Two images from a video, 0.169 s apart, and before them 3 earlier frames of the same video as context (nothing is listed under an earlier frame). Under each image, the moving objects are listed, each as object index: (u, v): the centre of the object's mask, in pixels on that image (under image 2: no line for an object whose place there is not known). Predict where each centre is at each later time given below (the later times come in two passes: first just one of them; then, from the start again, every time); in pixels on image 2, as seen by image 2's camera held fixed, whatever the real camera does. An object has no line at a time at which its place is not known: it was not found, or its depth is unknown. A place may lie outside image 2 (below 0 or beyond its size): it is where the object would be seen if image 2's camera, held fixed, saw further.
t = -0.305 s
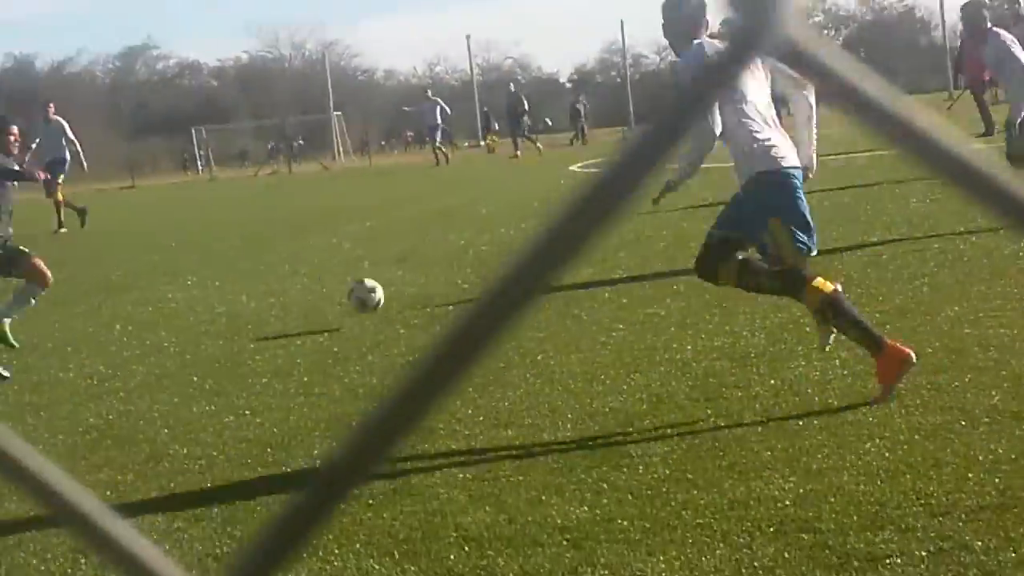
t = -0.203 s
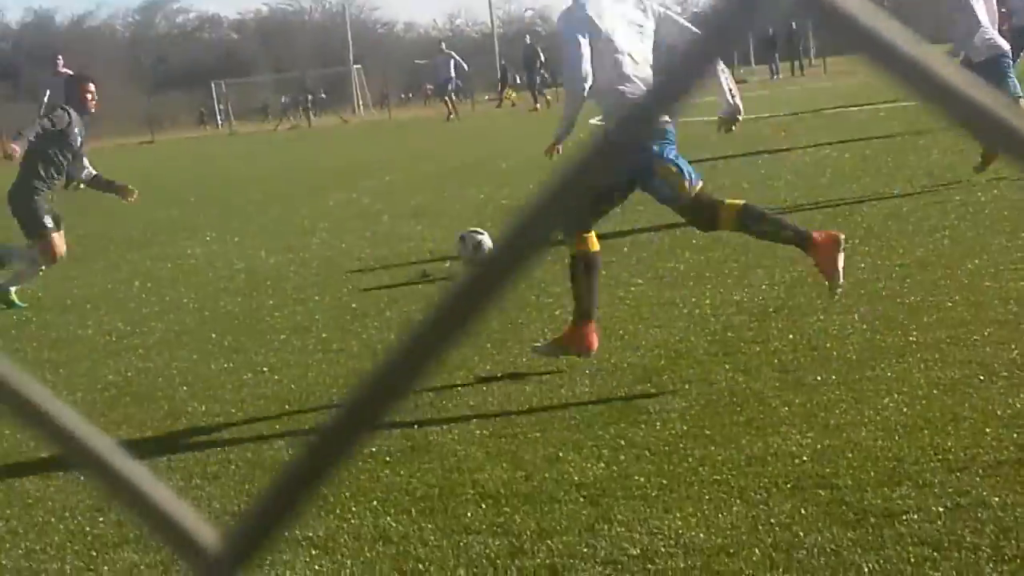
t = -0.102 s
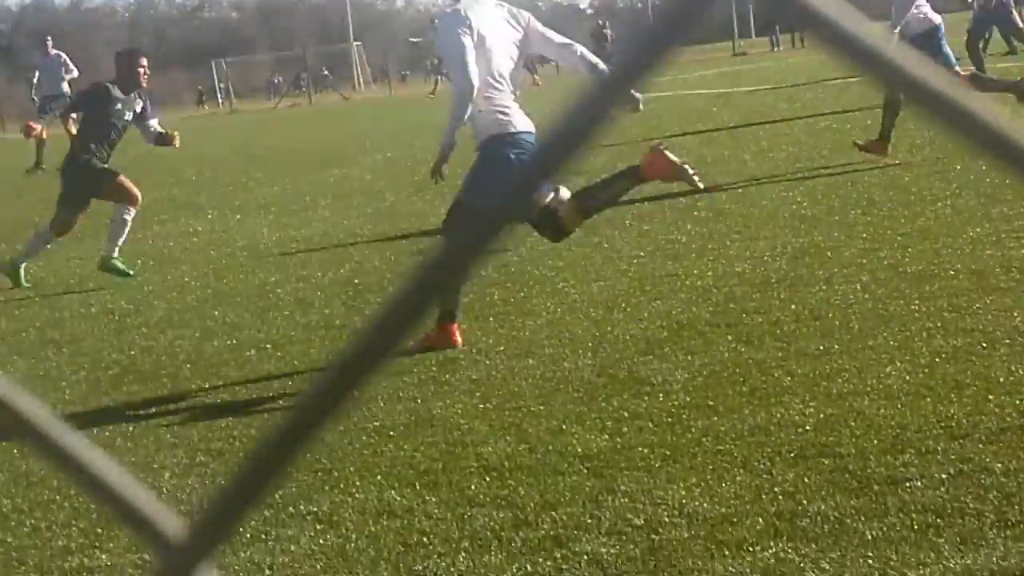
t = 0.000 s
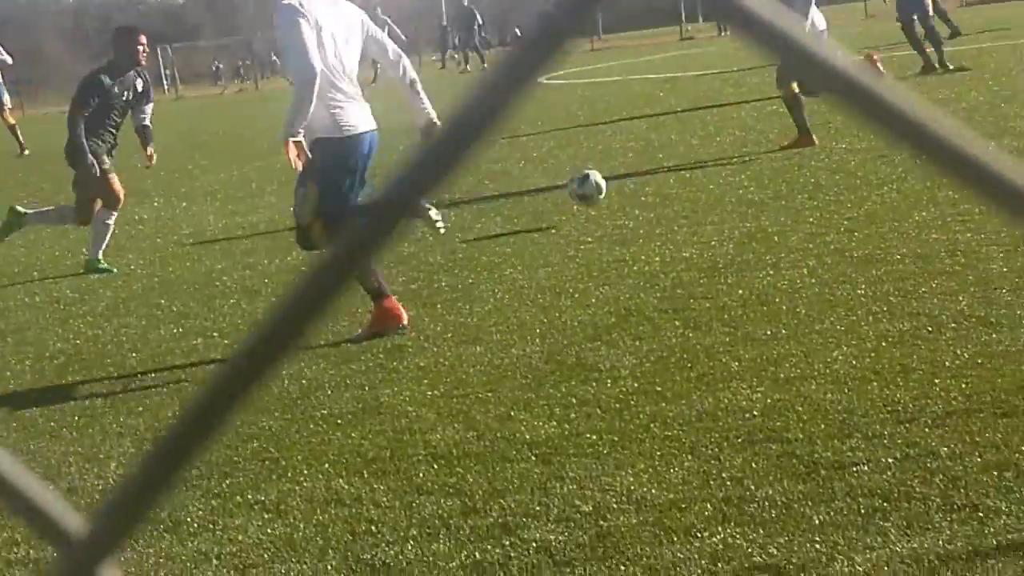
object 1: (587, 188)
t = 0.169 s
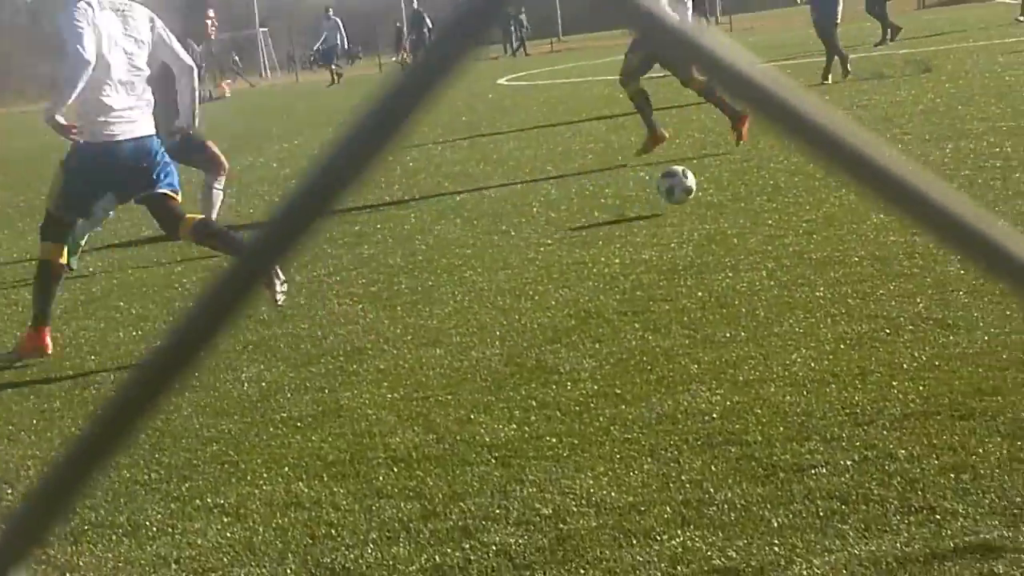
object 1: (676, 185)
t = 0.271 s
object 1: (741, 181)
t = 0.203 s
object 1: (698, 182)
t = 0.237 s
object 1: (721, 180)
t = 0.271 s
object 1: (741, 181)
